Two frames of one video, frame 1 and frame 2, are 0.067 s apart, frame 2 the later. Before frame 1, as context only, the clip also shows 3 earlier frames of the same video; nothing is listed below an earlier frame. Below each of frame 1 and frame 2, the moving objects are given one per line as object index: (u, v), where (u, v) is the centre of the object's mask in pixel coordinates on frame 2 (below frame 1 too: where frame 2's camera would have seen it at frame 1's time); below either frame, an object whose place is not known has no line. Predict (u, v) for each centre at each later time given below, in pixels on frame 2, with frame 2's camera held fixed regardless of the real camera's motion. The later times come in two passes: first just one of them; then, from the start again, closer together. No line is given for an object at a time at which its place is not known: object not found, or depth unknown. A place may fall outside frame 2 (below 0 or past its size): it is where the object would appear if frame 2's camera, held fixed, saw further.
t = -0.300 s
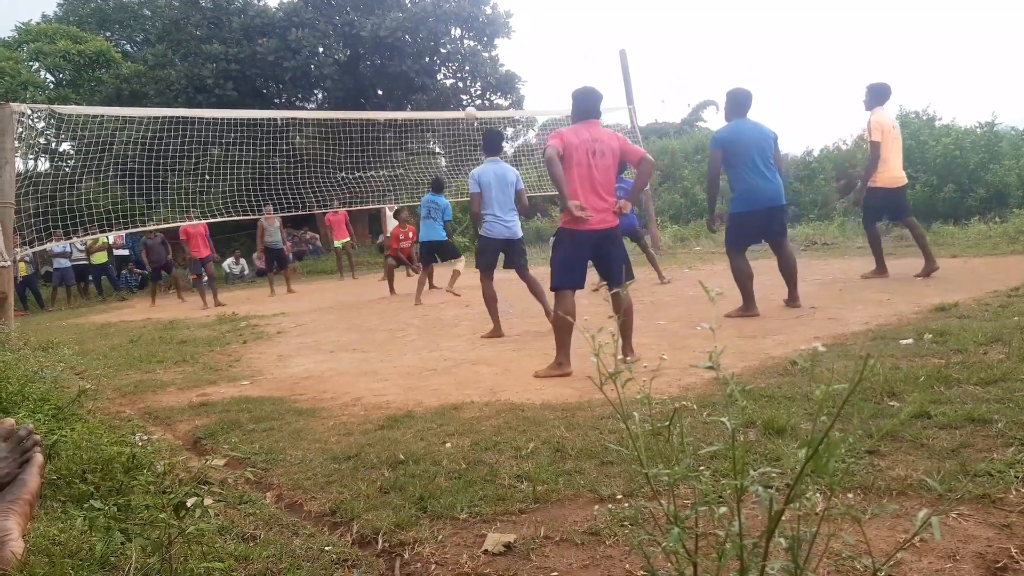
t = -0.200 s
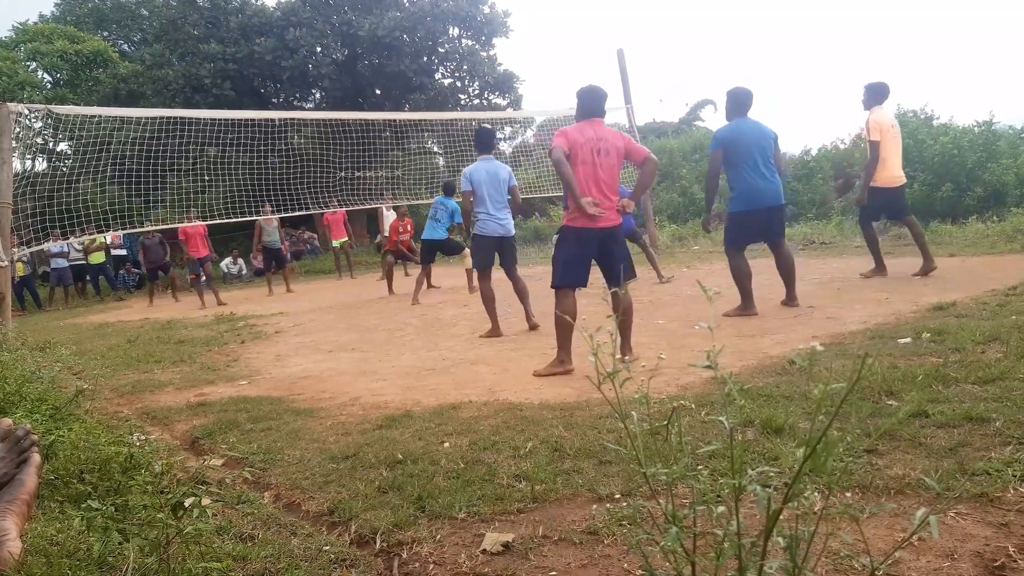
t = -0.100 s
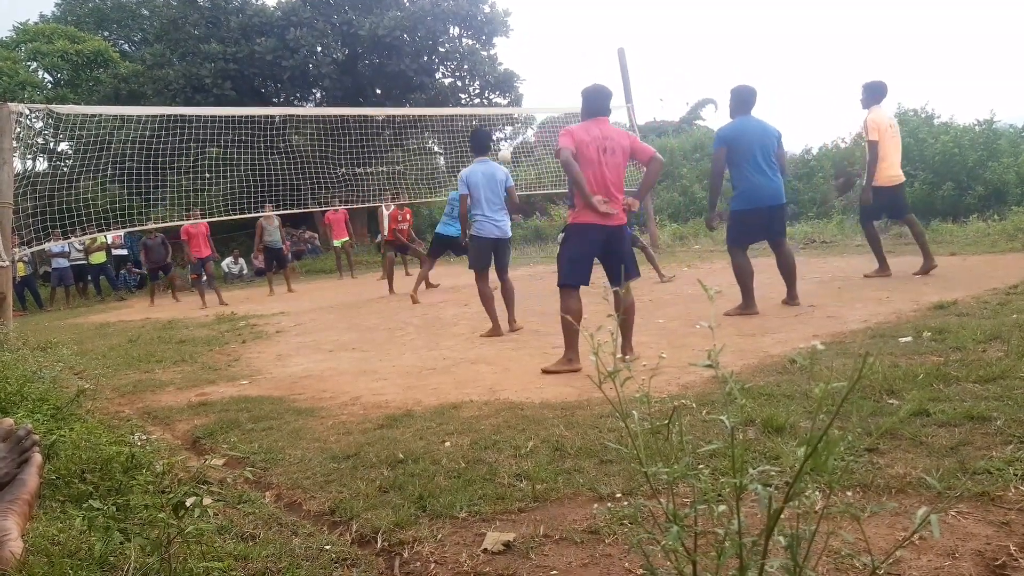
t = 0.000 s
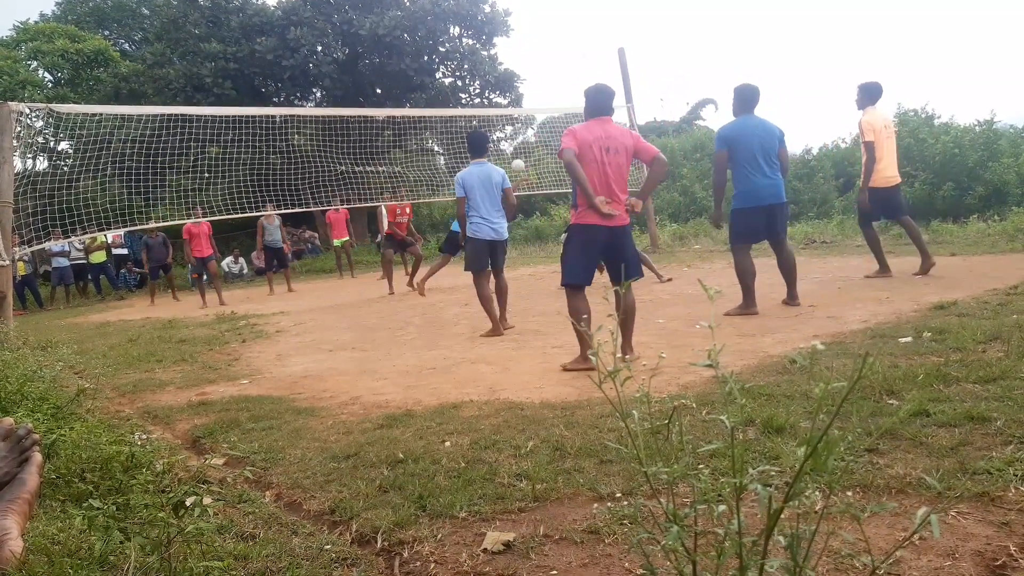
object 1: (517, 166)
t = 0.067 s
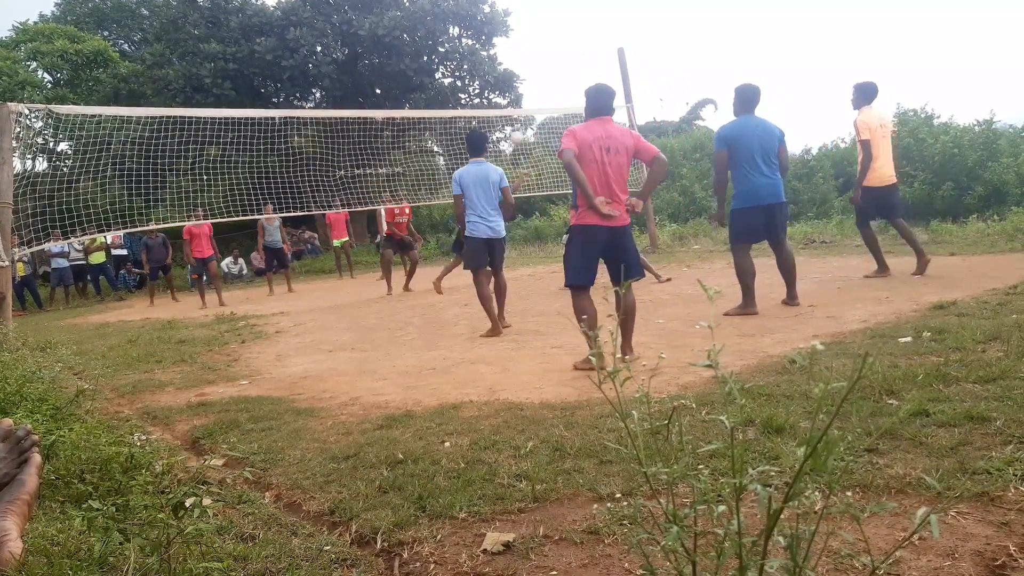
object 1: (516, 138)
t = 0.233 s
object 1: (517, 79)
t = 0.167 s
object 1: (517, 101)
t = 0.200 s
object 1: (517, 89)
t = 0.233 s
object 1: (517, 79)
